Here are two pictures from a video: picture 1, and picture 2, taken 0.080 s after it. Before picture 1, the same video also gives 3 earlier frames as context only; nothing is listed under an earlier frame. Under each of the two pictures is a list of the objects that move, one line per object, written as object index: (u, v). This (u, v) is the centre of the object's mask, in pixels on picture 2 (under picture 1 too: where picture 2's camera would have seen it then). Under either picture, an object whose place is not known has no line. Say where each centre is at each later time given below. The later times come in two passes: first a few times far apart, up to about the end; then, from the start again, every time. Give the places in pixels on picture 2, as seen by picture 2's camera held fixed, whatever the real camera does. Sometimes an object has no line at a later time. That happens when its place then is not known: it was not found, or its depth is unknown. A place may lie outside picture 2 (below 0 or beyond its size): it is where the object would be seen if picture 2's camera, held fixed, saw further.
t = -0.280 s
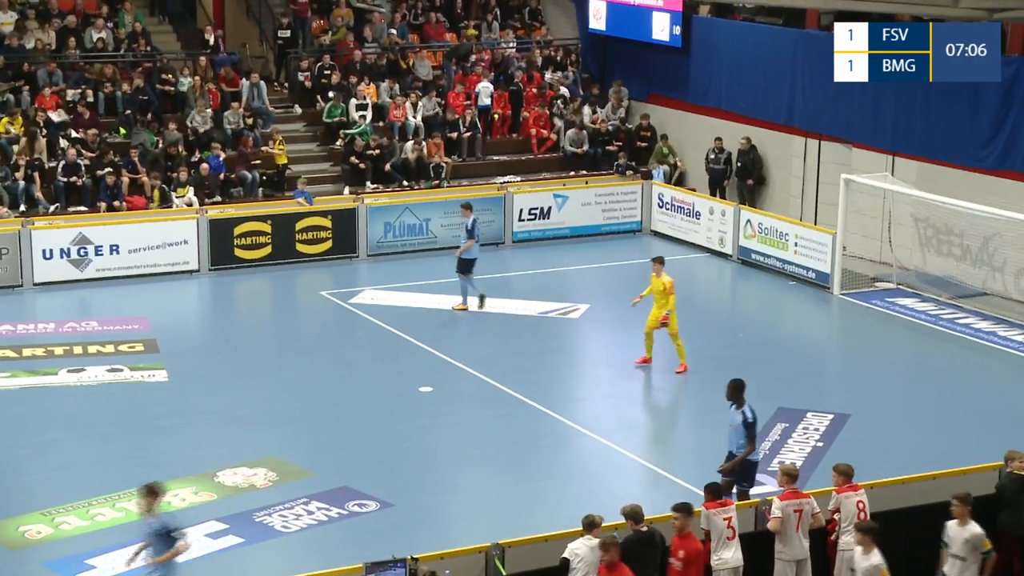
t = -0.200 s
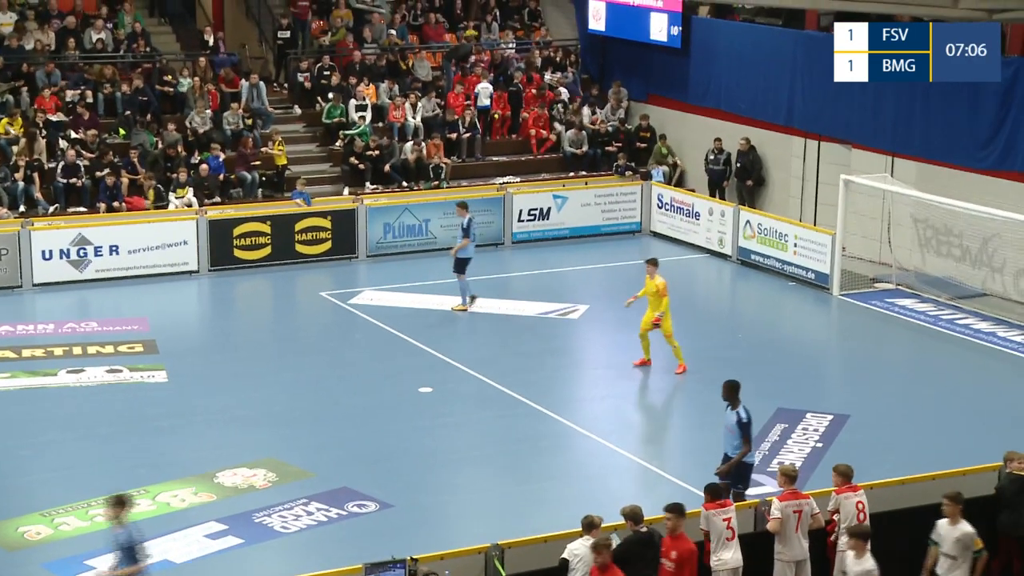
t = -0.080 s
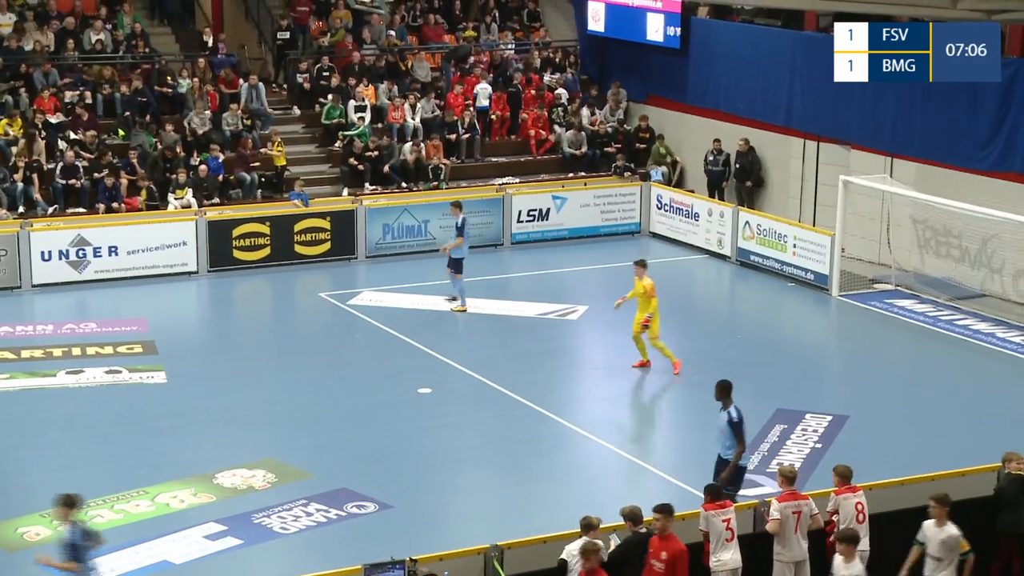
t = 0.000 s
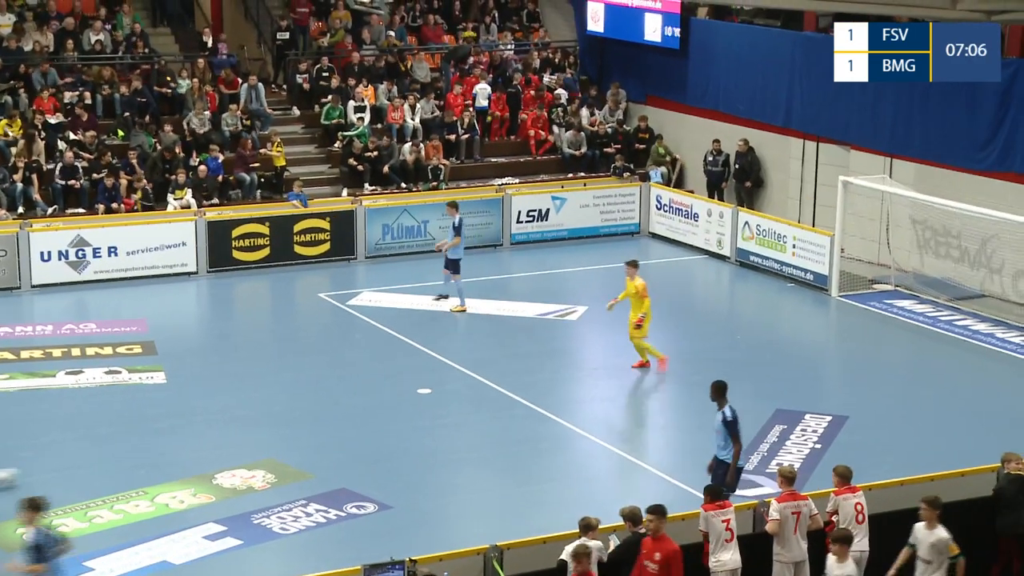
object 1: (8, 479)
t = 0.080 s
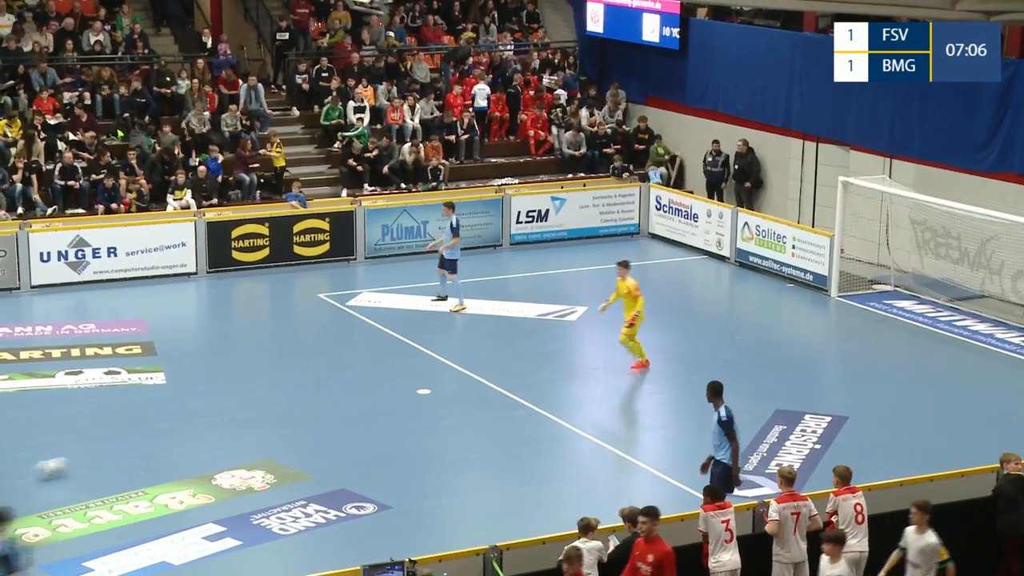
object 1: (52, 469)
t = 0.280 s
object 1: (166, 445)
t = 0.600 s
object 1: (321, 411)
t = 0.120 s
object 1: (75, 463)
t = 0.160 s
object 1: (100, 459)
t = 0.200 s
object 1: (122, 455)
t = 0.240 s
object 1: (145, 449)
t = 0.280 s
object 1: (166, 445)
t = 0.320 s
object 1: (188, 440)
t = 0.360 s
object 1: (208, 437)
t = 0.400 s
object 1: (228, 432)
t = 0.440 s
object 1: (247, 428)
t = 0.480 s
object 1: (267, 424)
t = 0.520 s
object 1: (286, 421)
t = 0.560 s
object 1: (304, 415)
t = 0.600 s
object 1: (321, 411)
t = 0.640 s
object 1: (339, 407)
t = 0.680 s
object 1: (357, 405)
